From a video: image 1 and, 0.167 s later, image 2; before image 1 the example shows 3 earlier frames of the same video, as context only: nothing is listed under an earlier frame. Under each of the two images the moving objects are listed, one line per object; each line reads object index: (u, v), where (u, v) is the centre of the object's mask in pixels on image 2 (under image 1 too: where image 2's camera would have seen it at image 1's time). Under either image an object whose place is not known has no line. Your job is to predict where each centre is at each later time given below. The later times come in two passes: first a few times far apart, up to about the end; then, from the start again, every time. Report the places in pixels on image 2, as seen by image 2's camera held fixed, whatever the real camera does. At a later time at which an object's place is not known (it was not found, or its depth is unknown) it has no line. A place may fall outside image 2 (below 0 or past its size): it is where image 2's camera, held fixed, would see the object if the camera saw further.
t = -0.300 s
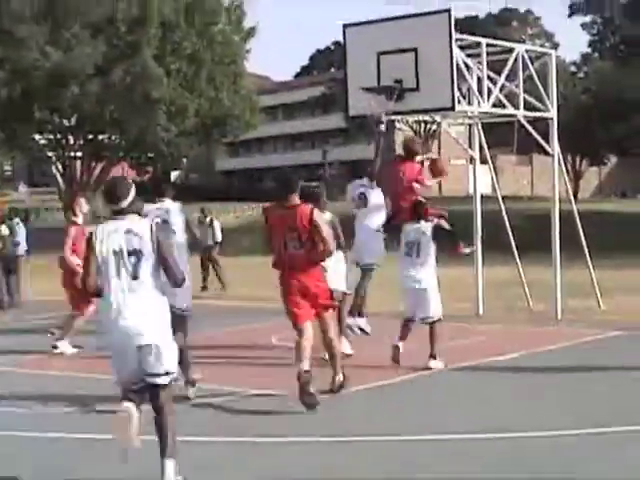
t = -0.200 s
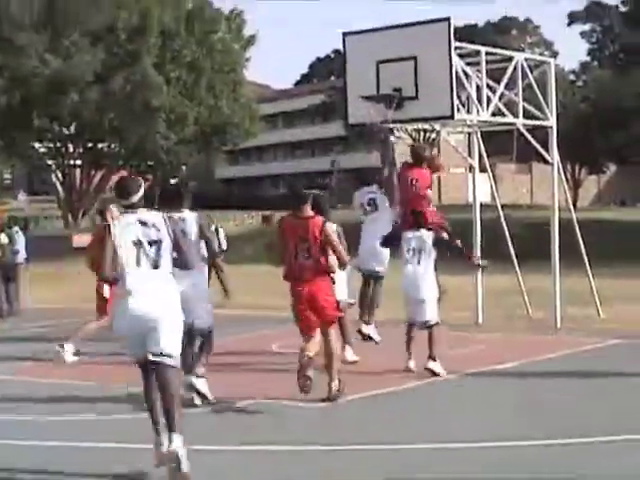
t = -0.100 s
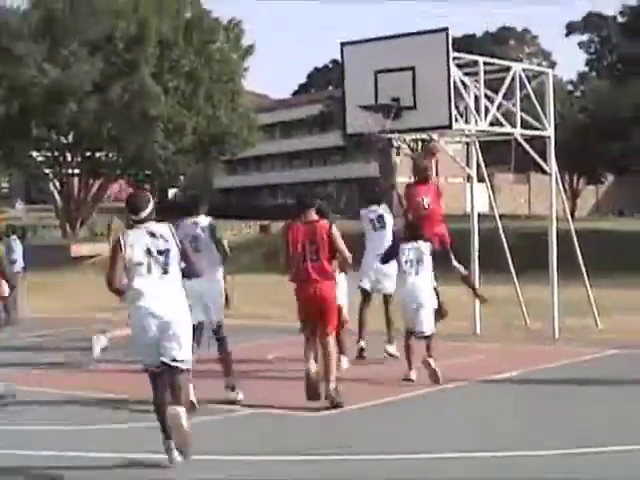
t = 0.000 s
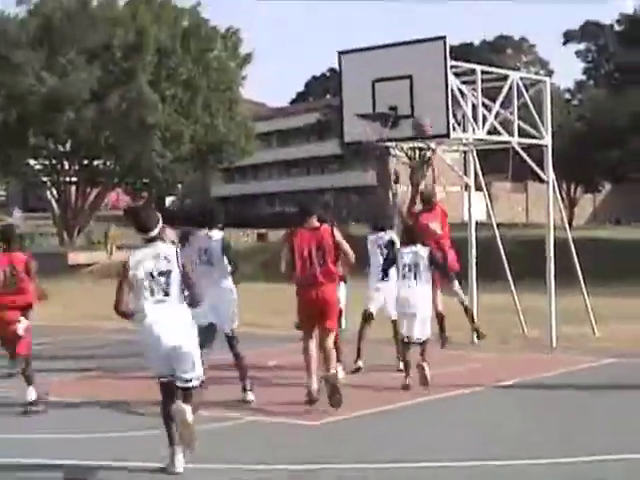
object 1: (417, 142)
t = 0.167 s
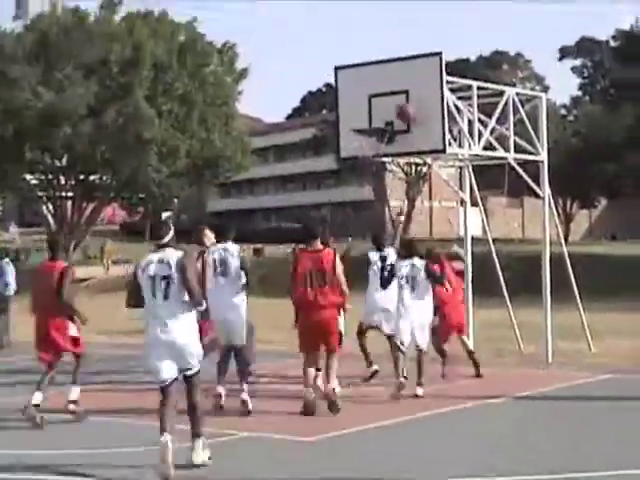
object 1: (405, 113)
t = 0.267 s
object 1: (397, 106)
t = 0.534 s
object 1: (365, 122)
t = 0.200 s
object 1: (403, 109)
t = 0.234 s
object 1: (400, 108)
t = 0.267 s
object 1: (397, 106)
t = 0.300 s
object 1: (392, 106)
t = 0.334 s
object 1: (389, 106)
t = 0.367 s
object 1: (384, 106)
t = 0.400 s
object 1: (379, 107)
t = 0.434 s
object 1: (377, 111)
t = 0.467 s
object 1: (374, 116)
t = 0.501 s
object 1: (368, 119)
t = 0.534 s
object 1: (365, 122)
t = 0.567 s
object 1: (363, 129)
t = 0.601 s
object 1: (362, 132)
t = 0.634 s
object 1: (362, 137)
